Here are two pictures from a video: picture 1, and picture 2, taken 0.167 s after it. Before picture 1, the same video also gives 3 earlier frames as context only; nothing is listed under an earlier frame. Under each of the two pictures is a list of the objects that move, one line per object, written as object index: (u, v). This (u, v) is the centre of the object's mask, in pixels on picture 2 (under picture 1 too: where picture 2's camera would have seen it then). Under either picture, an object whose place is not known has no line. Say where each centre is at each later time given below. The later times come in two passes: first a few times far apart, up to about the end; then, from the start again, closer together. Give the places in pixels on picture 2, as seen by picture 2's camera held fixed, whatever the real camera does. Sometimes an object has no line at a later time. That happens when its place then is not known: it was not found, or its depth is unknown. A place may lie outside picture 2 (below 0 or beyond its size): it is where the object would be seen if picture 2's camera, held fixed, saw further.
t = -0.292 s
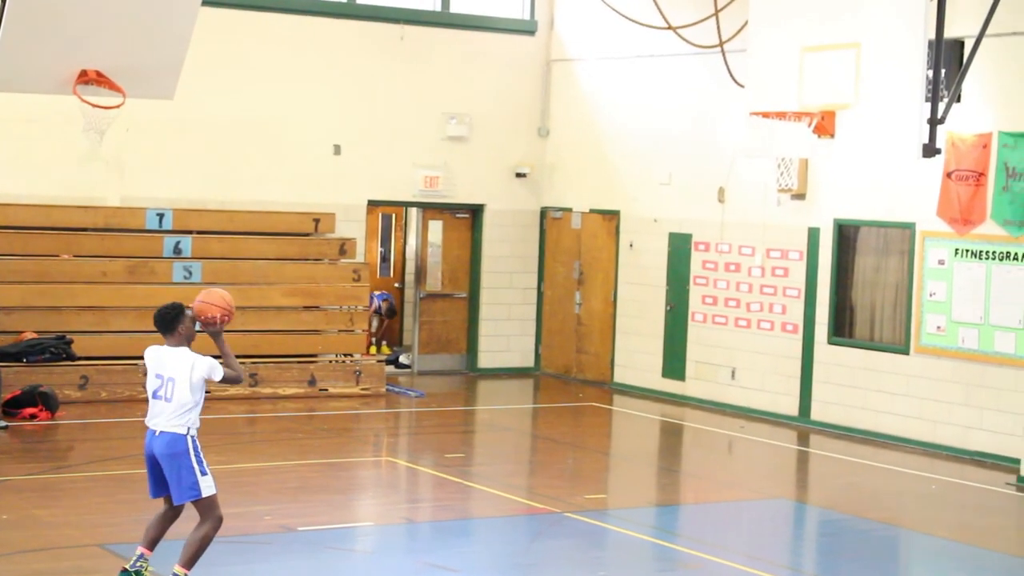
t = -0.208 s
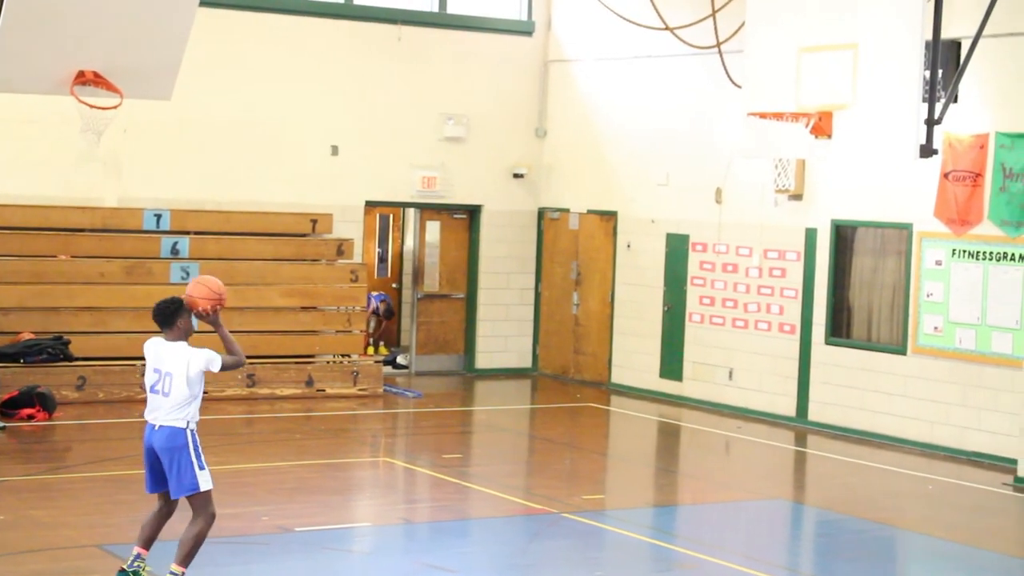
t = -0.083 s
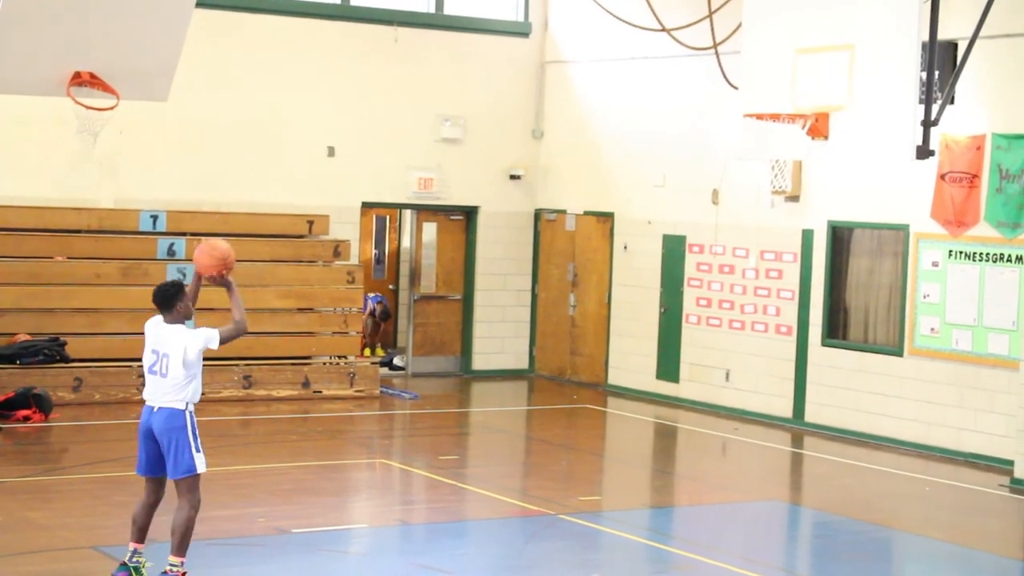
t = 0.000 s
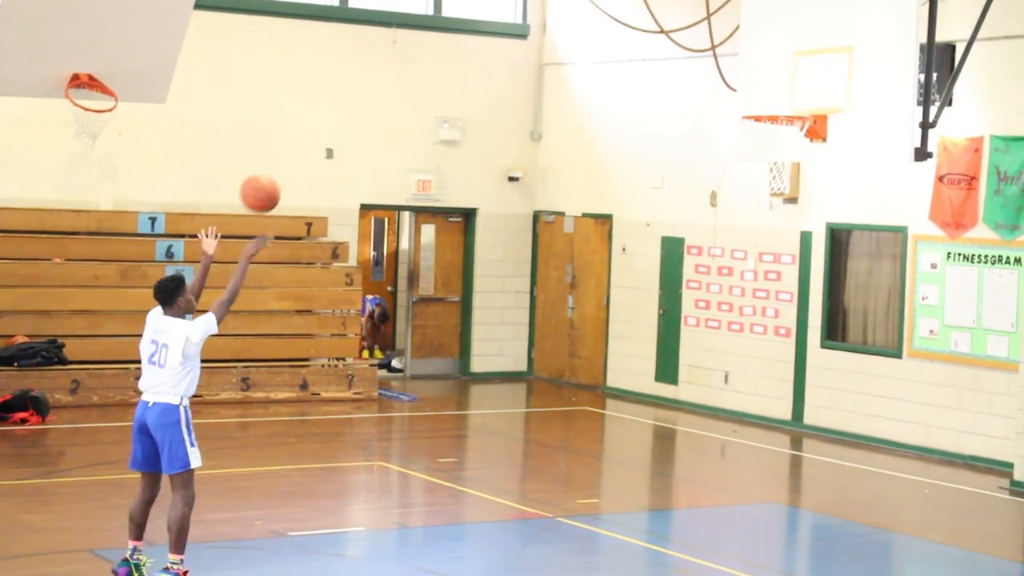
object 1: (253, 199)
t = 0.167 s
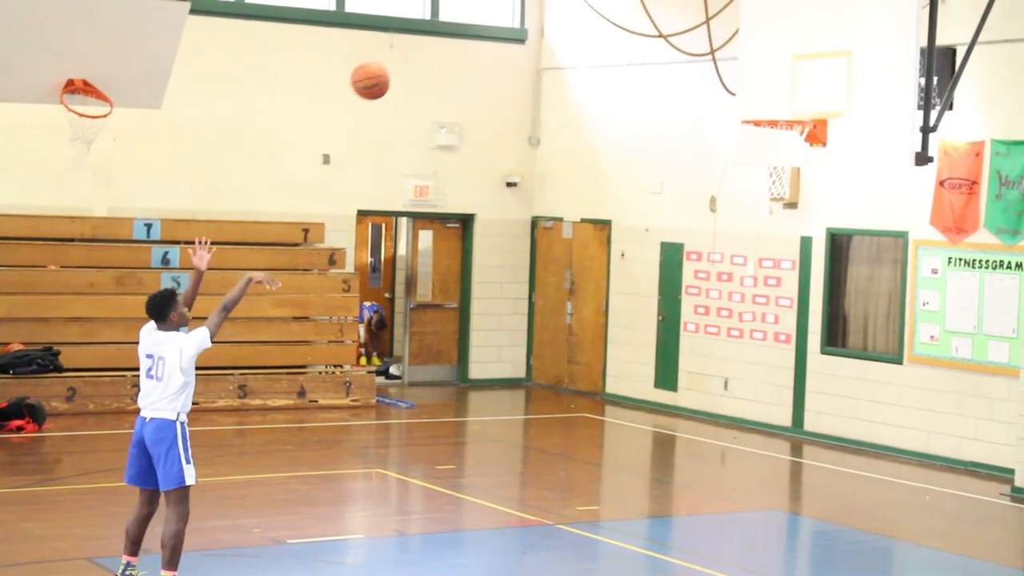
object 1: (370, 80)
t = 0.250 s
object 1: (424, 38)
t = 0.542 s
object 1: (594, -5)
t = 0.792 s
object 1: (724, 47)
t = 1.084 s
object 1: (750, 191)
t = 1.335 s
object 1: (683, 346)
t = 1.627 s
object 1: (615, 476)
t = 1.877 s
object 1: (572, 336)
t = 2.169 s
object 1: (518, 278)
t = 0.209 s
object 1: (397, 58)
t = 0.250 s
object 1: (424, 38)
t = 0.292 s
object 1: (449, 23)
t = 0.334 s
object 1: (475, 11)
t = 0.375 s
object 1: (501, 3)
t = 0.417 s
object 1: (526, -1)
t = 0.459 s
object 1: (548, -4)
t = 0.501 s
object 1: (572, -5)
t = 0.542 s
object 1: (594, -5)
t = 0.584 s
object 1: (618, -4)
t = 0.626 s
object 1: (640, -1)
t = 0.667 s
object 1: (662, 7)
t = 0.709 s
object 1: (682, 18)
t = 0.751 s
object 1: (704, 31)
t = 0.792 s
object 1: (724, 47)
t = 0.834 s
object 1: (744, 66)
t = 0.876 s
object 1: (763, 87)
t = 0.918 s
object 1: (782, 107)
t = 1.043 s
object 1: (761, 173)
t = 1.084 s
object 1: (750, 191)
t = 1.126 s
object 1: (739, 211)
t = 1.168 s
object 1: (728, 233)
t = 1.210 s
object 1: (717, 257)
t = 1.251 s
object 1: (706, 285)
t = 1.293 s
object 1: (695, 315)
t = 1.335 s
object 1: (683, 346)
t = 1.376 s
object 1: (672, 381)
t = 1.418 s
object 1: (662, 418)
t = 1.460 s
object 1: (651, 457)
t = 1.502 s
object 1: (639, 498)
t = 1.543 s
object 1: (629, 540)
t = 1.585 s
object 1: (622, 508)
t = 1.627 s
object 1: (615, 476)
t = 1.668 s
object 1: (608, 447)
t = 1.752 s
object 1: (594, 396)
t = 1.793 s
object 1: (587, 374)
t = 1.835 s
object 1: (579, 353)
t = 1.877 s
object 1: (572, 336)
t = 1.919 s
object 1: (564, 320)
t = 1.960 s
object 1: (556, 307)
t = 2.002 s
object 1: (549, 297)
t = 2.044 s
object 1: (541, 288)
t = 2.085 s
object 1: (533, 282)
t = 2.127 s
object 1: (525, 279)
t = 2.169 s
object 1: (518, 278)
